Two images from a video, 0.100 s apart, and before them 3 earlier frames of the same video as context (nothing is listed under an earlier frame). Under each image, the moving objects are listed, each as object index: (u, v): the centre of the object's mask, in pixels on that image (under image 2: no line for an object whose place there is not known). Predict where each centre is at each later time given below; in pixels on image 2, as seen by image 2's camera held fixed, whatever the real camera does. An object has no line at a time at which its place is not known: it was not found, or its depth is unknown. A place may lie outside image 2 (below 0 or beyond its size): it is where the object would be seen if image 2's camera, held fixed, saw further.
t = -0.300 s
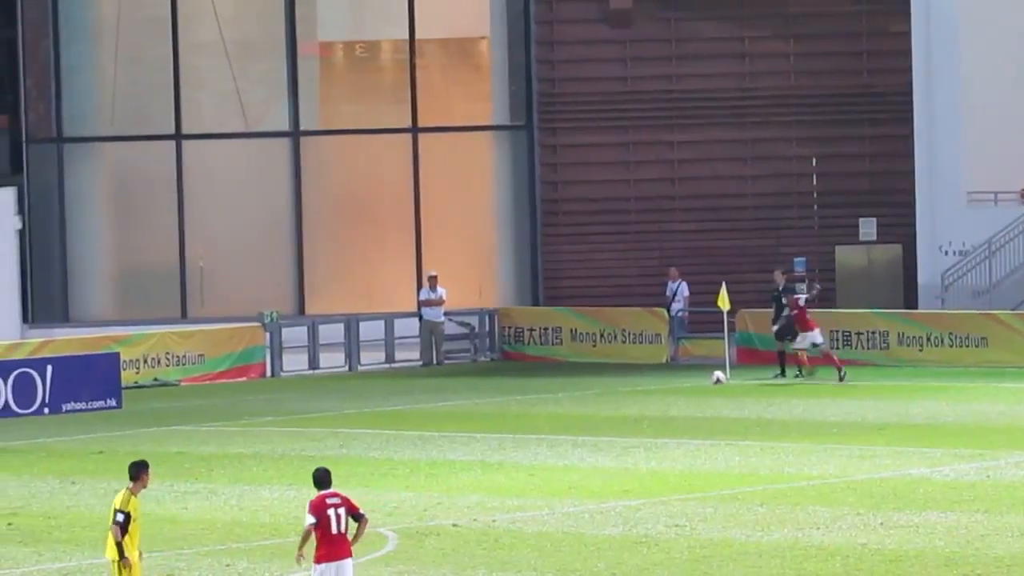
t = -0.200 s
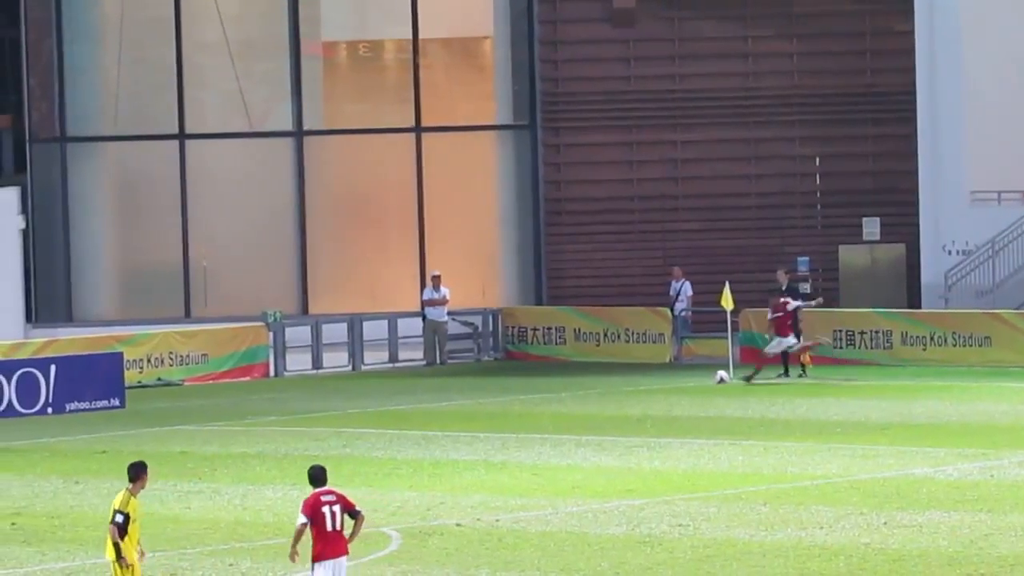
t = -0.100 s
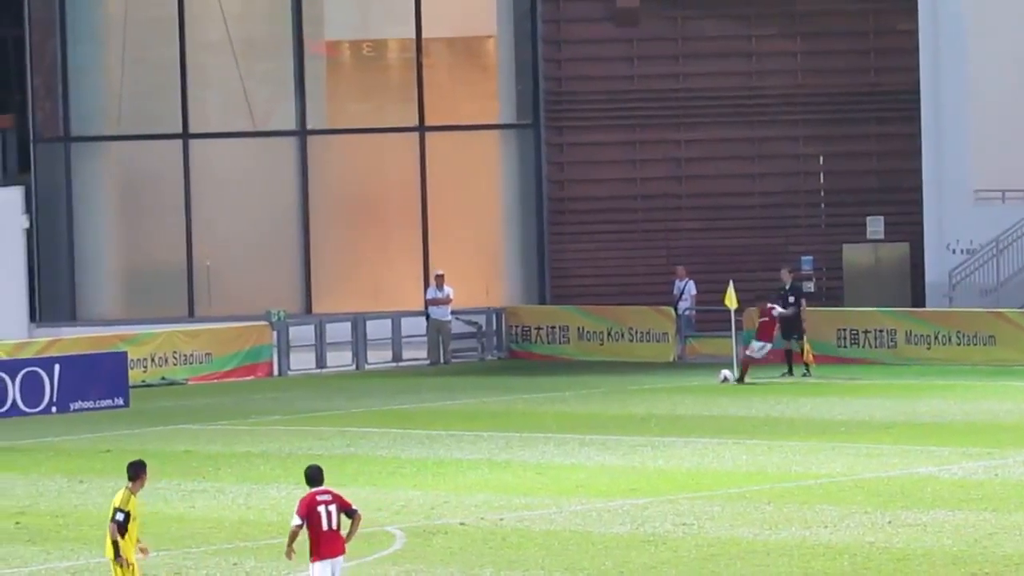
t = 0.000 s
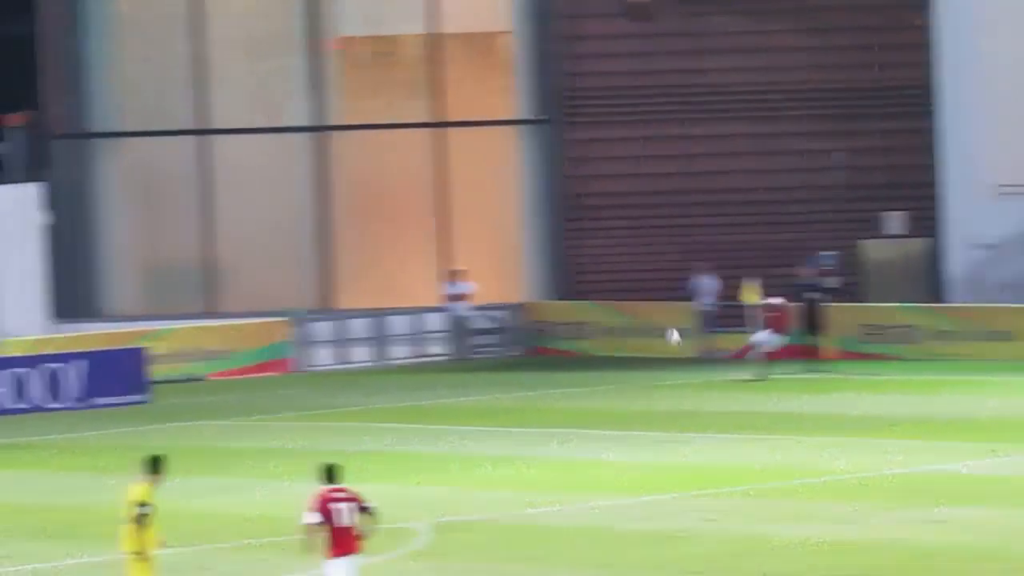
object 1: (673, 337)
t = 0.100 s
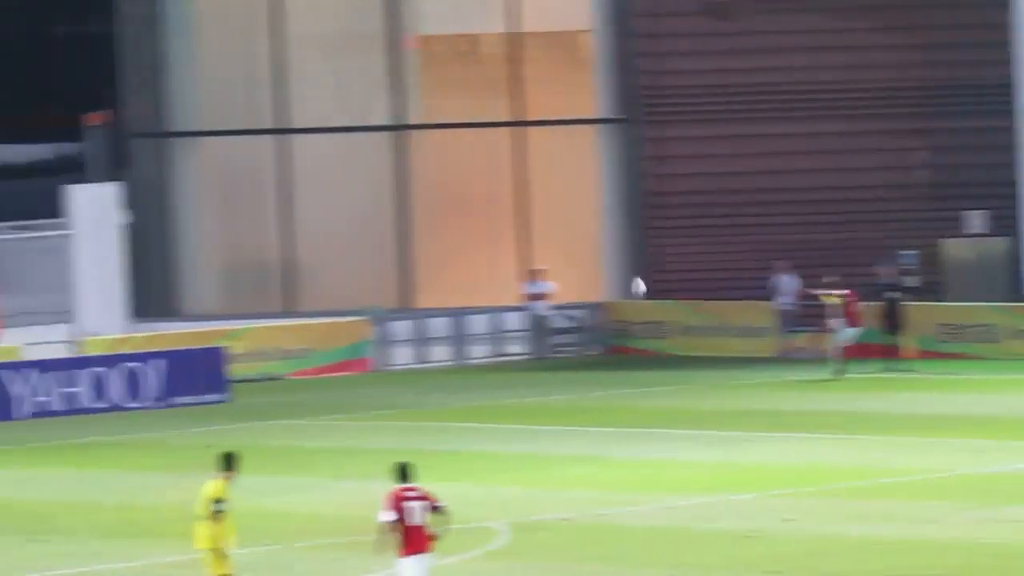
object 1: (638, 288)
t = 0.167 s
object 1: (568, 255)
